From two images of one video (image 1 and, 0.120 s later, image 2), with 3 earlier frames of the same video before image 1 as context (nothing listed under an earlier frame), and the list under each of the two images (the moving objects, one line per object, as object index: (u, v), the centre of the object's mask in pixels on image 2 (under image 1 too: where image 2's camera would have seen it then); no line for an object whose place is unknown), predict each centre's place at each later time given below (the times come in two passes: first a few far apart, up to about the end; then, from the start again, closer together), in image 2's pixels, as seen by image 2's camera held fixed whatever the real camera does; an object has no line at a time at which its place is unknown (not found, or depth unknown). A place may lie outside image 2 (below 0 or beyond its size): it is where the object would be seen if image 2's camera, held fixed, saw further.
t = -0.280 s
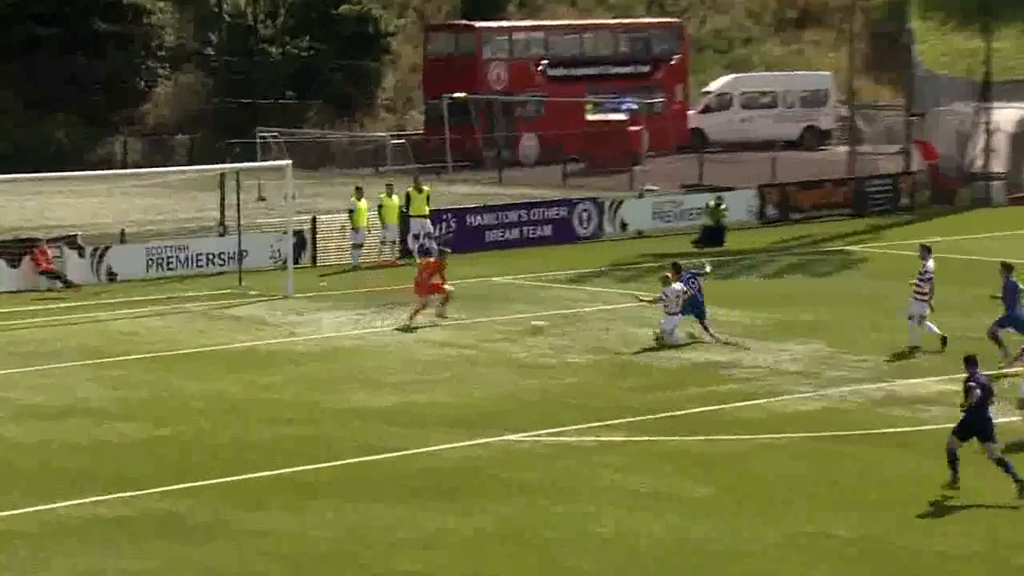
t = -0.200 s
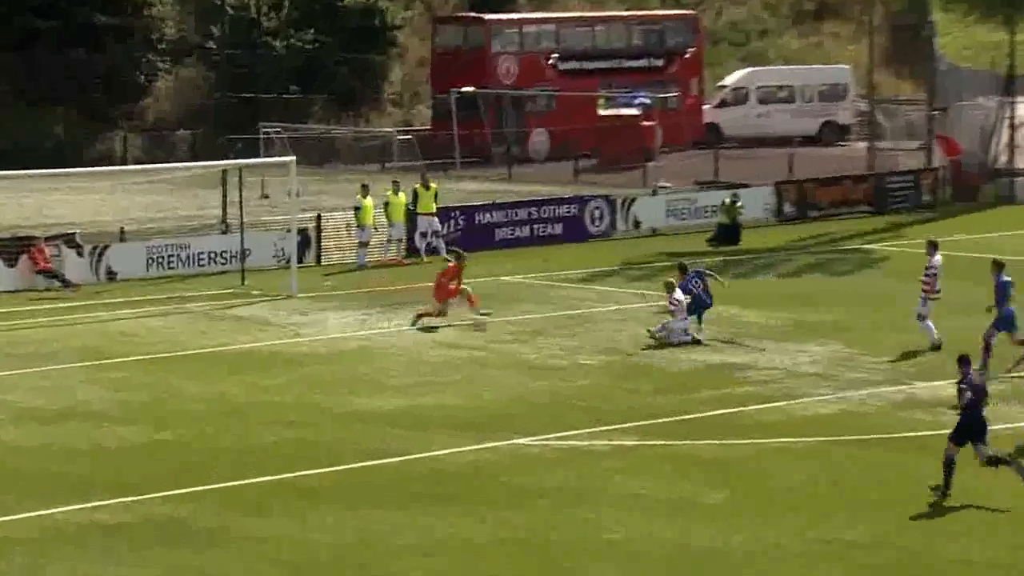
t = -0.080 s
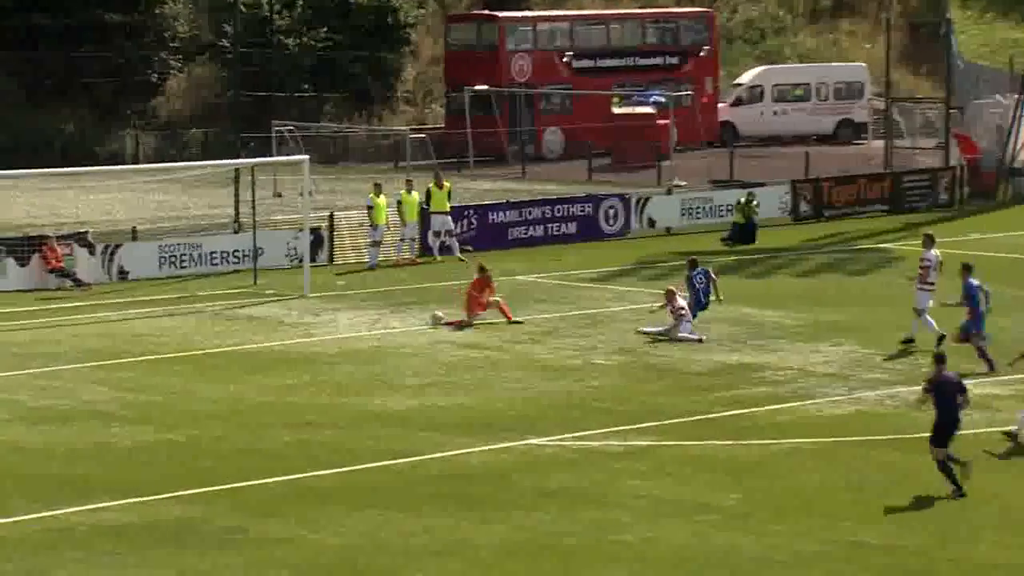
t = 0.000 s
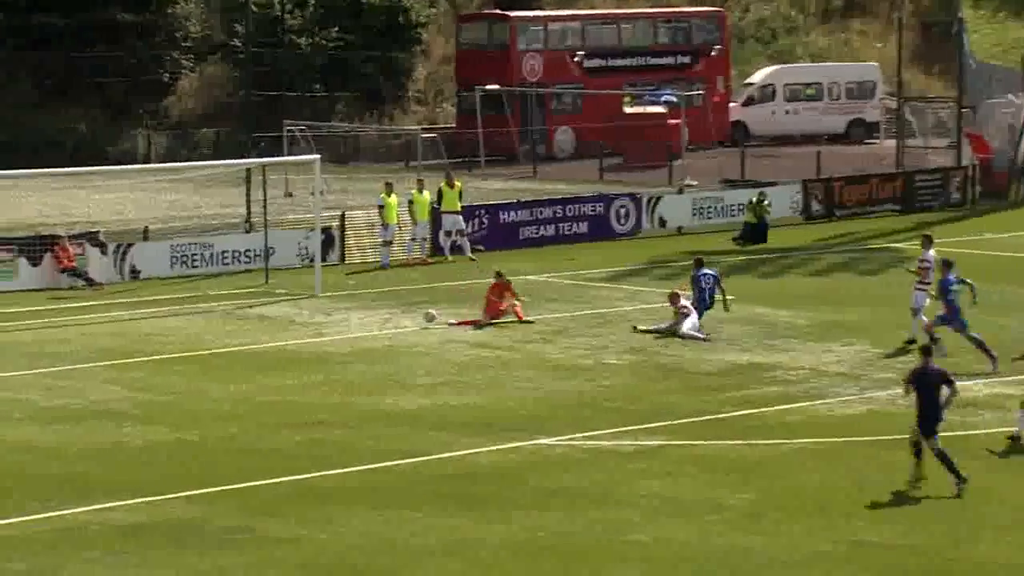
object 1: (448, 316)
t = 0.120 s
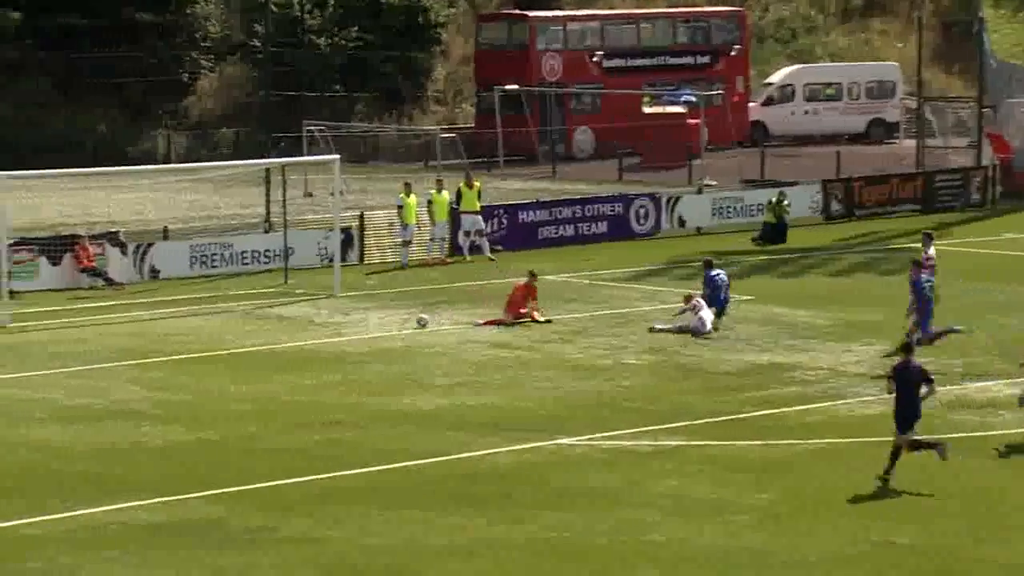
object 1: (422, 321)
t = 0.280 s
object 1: (389, 322)
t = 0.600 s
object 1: (326, 324)
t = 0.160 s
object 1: (413, 323)
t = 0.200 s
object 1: (405, 322)
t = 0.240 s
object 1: (396, 322)
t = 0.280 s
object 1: (389, 322)
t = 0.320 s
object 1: (382, 322)
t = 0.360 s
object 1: (373, 324)
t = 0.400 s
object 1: (365, 323)
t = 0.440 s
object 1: (358, 323)
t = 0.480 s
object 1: (350, 323)
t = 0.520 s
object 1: (342, 324)
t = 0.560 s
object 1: (334, 324)
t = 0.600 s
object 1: (326, 324)
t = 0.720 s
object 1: (304, 324)
